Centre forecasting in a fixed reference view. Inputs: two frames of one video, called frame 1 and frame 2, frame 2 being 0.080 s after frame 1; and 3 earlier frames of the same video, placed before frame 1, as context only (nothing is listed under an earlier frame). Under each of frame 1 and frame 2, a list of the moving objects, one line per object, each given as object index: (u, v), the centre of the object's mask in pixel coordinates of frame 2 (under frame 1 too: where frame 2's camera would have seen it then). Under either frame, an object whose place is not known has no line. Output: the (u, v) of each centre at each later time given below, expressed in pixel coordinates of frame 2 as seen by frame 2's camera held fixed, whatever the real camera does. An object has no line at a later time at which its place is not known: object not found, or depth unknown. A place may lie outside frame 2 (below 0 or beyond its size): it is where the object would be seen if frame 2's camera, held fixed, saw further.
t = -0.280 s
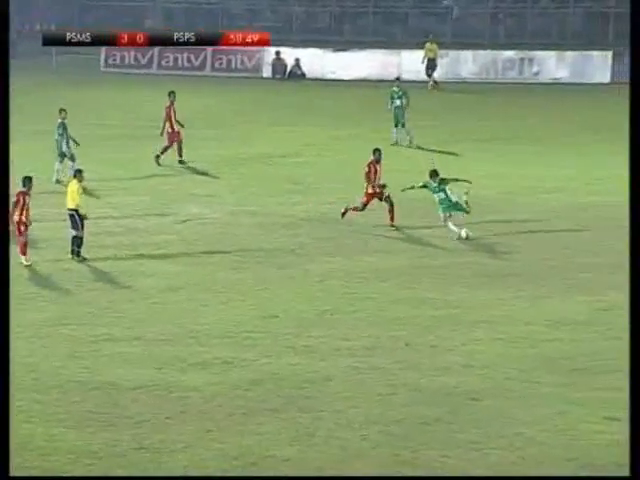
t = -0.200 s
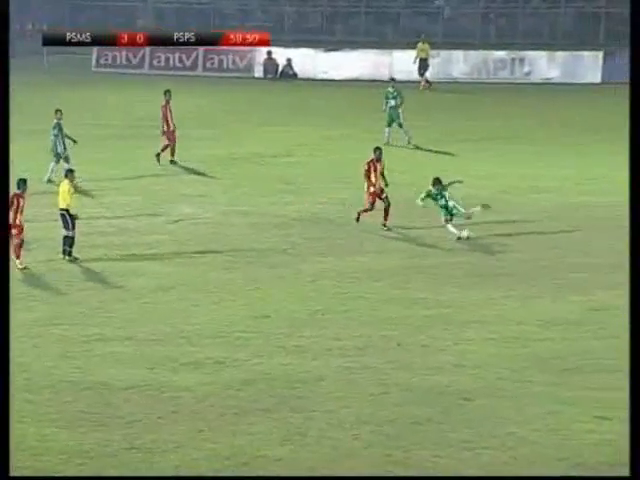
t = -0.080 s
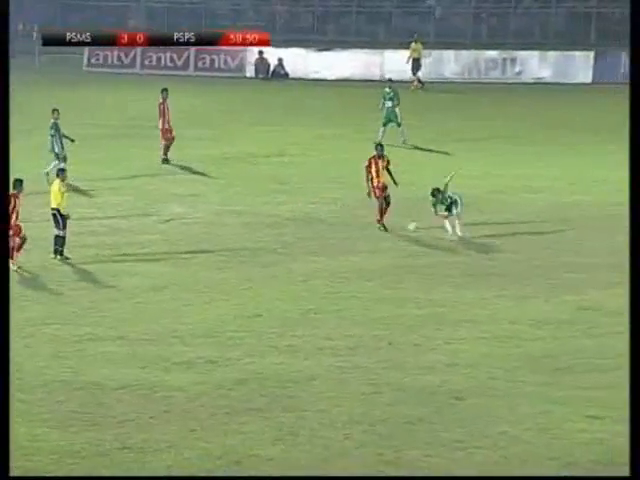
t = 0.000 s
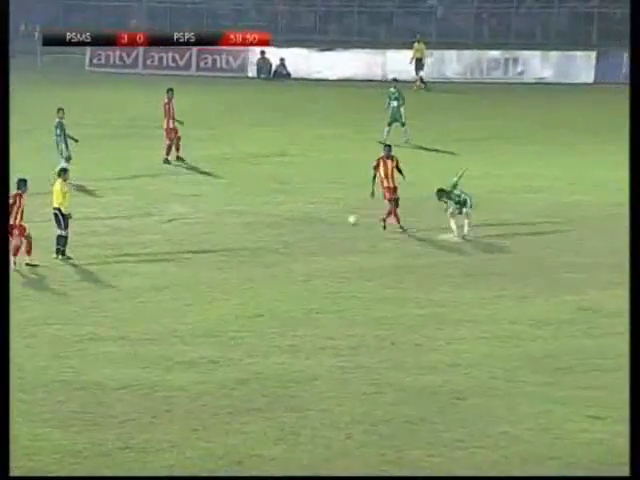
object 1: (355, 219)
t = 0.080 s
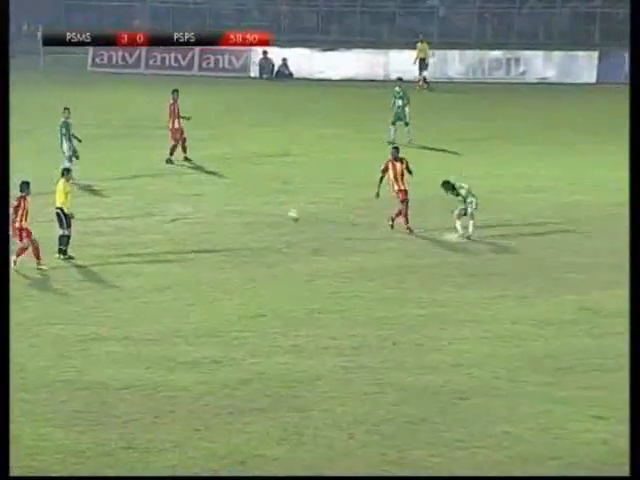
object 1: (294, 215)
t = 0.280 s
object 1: (146, 210)
